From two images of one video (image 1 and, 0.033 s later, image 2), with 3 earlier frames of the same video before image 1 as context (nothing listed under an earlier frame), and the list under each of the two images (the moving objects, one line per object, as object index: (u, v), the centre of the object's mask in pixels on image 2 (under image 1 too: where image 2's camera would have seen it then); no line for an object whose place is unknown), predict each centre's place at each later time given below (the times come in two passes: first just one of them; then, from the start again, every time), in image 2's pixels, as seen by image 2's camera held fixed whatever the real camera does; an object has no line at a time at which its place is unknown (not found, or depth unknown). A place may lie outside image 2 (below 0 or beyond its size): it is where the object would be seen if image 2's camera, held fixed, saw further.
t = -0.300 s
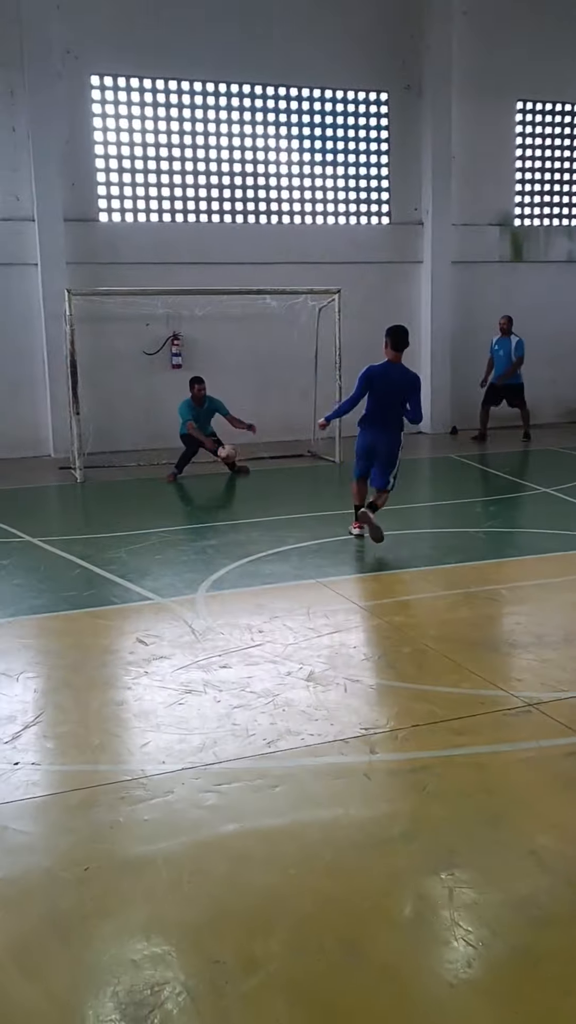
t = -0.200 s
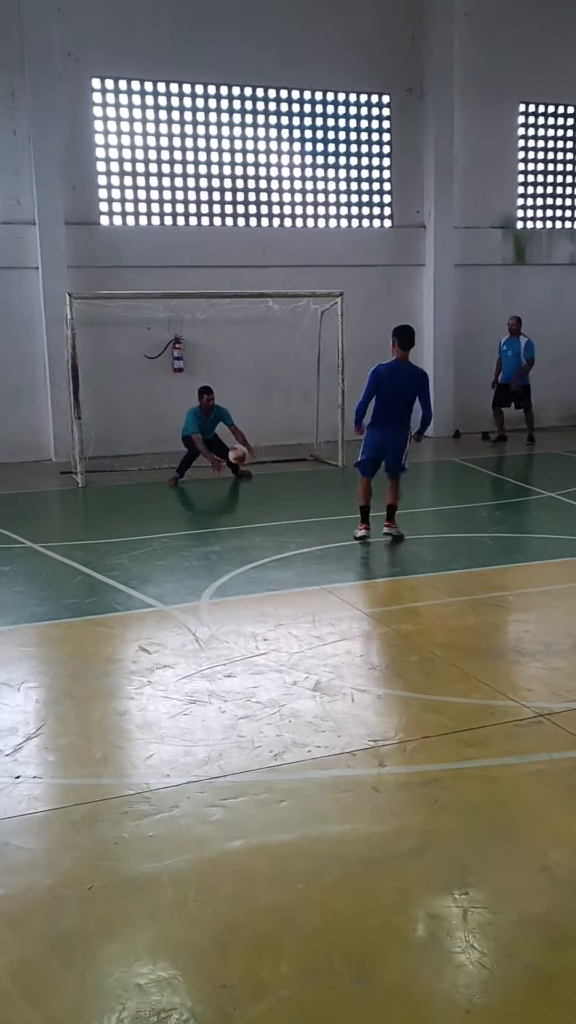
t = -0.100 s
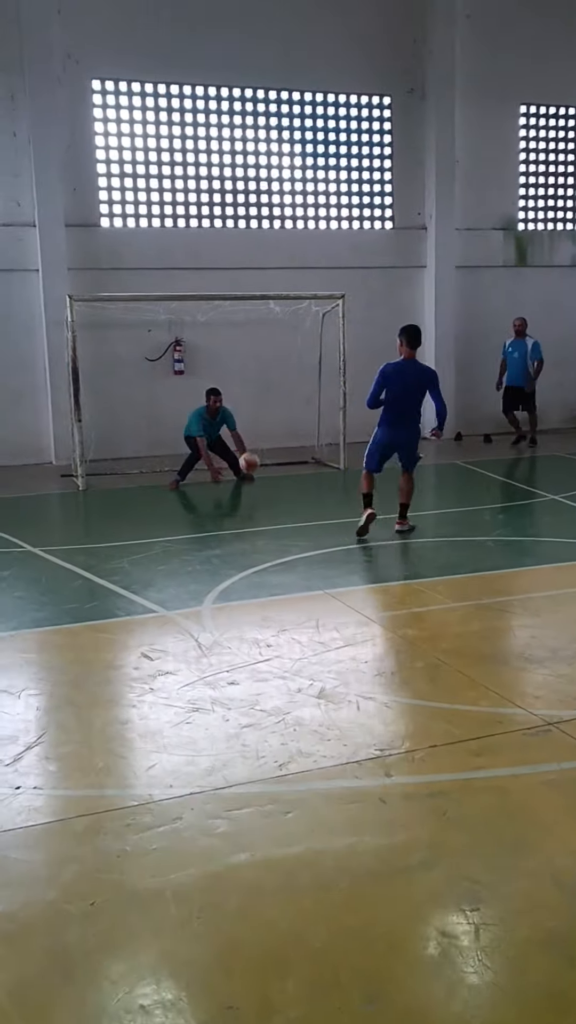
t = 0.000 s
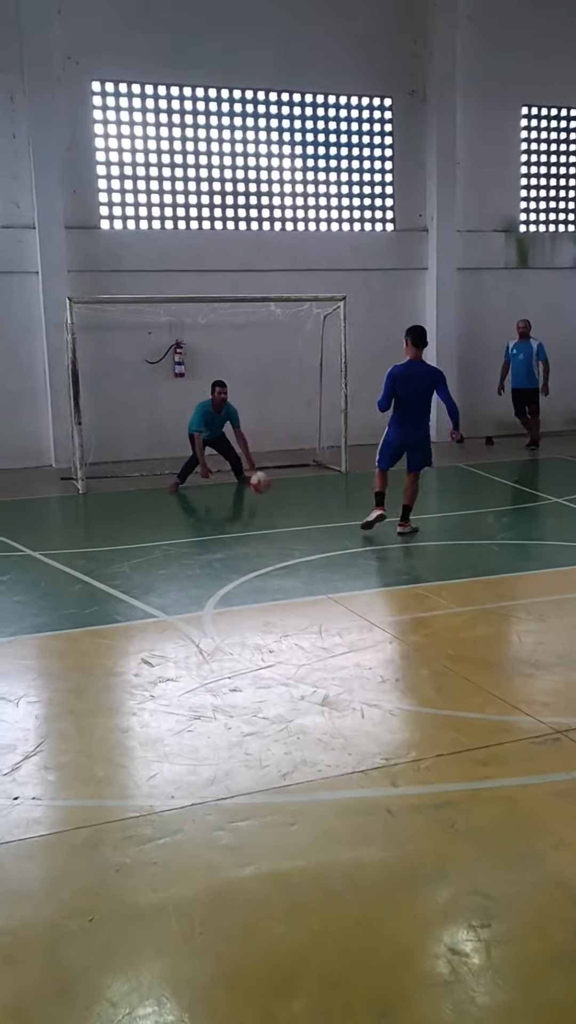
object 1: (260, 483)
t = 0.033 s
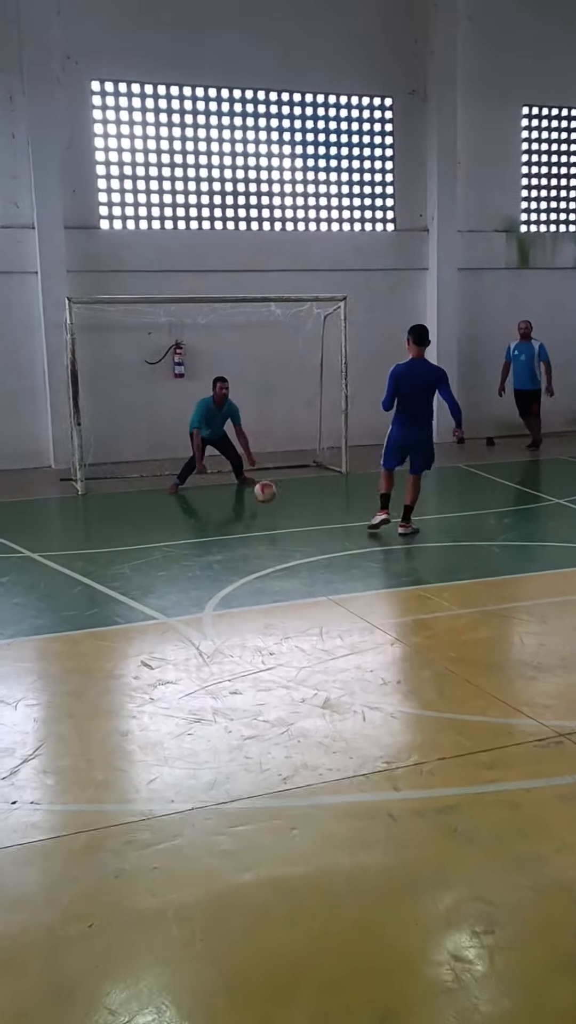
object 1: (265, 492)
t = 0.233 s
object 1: (286, 505)
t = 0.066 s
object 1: (269, 502)
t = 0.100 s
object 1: (273, 514)
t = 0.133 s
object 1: (275, 510)
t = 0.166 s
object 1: (279, 507)
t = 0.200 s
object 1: (282, 506)
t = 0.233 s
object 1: (286, 505)
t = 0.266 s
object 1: (290, 506)
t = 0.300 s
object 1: (294, 509)
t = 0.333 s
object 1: (299, 513)
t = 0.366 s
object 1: (303, 518)
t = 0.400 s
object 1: (307, 525)
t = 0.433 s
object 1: (311, 533)
